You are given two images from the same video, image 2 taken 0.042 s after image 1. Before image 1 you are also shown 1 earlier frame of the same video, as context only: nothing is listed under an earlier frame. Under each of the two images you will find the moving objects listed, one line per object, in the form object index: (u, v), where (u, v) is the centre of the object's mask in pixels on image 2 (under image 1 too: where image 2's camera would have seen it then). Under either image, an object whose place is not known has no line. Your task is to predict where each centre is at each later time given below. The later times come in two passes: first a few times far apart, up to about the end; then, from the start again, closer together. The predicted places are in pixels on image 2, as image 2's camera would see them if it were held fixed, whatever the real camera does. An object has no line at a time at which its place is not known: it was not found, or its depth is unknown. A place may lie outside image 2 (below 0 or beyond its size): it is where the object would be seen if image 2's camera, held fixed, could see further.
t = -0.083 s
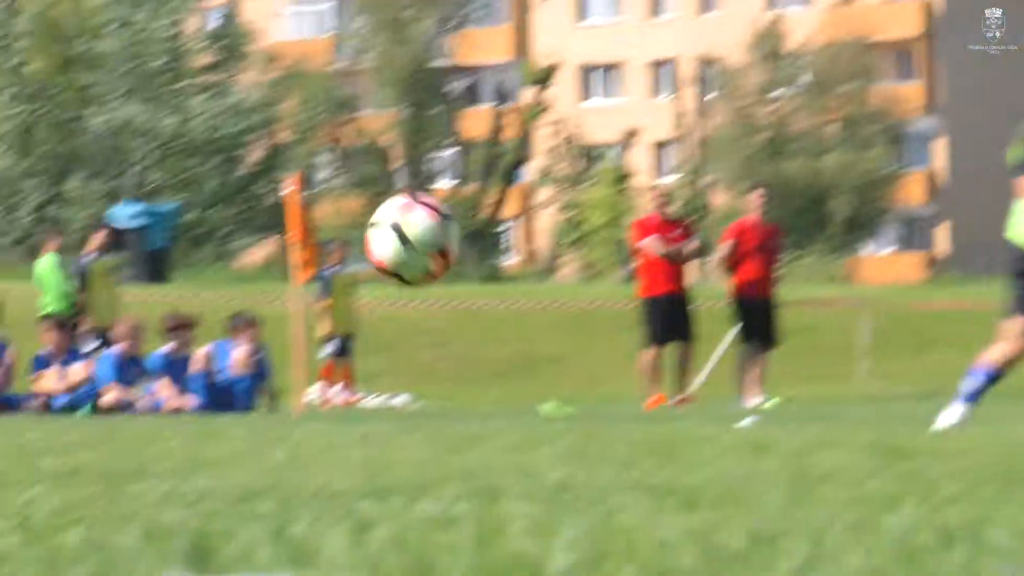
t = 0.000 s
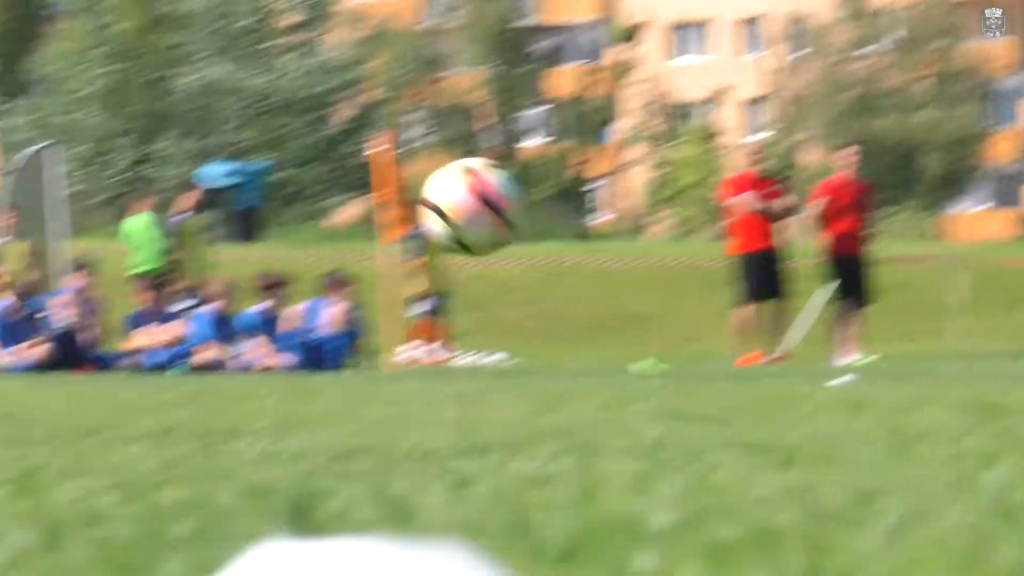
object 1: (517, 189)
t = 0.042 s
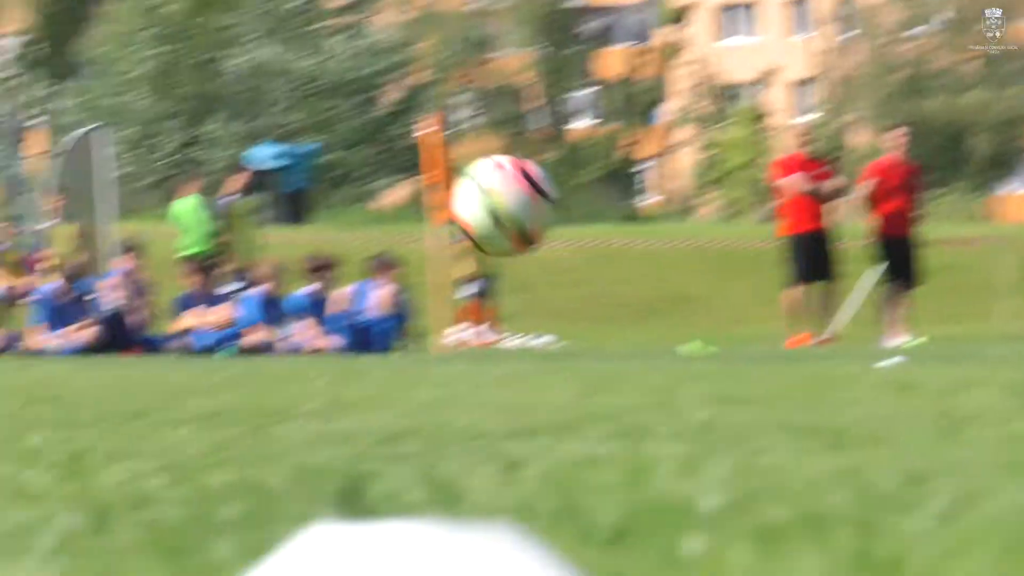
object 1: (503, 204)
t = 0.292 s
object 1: (407, 314)
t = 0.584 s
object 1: (343, 239)
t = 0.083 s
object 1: (487, 229)
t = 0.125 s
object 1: (469, 269)
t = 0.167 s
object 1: (451, 319)
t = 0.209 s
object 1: (432, 373)
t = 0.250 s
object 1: (419, 352)
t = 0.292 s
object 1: (407, 314)
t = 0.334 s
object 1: (395, 280)
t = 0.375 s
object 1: (380, 257)
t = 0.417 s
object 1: (371, 249)
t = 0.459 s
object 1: (366, 243)
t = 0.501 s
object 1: (359, 238)
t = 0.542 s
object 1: (350, 238)
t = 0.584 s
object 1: (343, 239)
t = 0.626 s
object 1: (333, 243)
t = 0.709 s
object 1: (316, 261)
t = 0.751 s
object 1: (303, 275)
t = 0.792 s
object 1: (294, 290)
